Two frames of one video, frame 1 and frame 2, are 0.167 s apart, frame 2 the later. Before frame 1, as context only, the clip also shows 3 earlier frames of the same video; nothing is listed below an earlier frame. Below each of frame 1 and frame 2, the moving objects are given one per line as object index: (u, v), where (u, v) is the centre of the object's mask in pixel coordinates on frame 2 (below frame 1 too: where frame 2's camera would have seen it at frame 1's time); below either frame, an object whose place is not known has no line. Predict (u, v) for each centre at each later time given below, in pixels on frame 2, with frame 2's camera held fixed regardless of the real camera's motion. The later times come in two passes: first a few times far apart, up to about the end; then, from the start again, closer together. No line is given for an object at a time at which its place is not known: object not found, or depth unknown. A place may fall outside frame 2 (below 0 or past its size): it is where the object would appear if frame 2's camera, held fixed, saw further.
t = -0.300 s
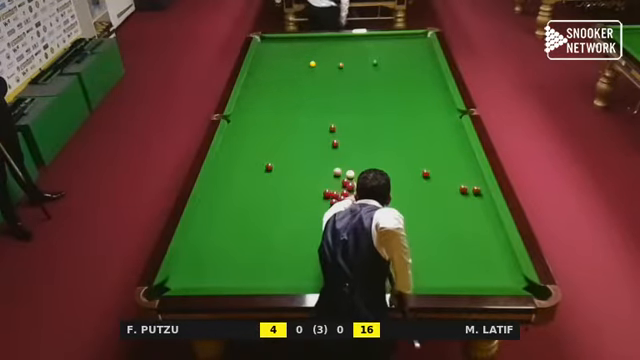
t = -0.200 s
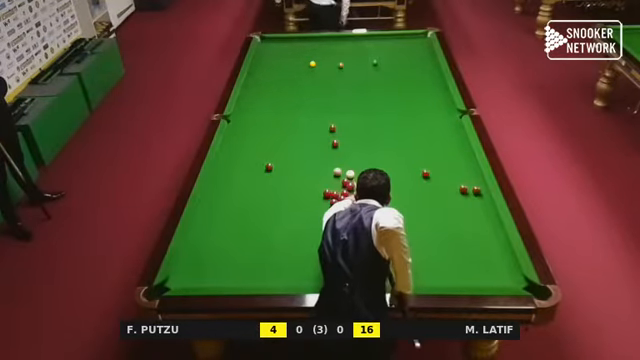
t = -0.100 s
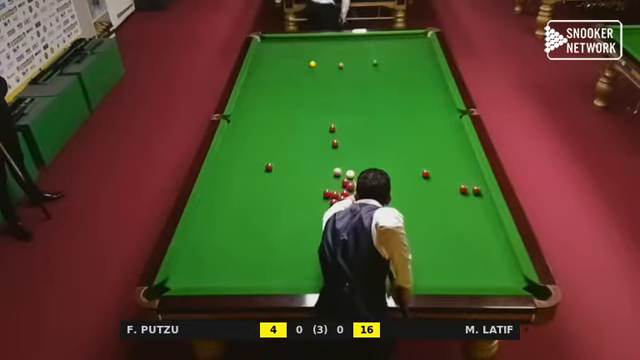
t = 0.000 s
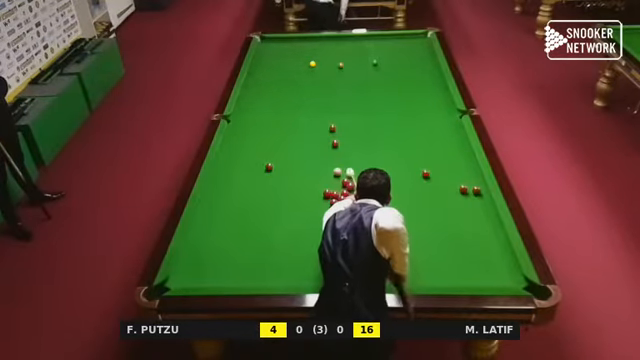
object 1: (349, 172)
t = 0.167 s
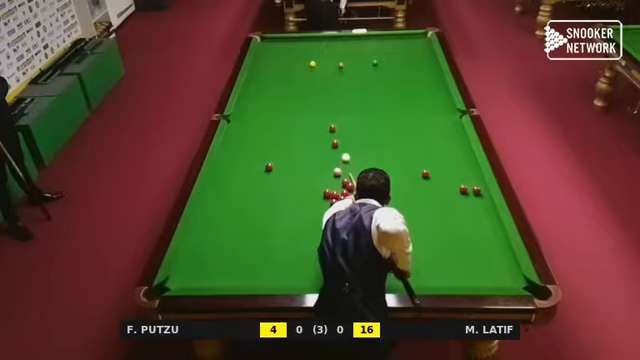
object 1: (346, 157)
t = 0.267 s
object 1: (344, 150)
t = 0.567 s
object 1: (340, 130)
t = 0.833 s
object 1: (337, 114)
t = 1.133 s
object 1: (333, 99)
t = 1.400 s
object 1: (331, 88)
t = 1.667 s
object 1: (328, 78)
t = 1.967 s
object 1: (325, 67)
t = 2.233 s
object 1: (323, 59)
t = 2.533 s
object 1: (321, 51)
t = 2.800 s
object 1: (319, 44)
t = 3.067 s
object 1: (317, 38)
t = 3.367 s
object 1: (315, 40)
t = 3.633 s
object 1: (313, 44)
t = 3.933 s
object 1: (312, 47)
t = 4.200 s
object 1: (310, 51)
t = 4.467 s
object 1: (309, 54)
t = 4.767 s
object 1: (308, 58)
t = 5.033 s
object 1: (307, 60)
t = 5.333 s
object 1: (305, 63)
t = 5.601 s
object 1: (304, 66)
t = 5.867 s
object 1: (303, 67)
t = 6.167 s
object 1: (303, 69)
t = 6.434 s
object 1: (302, 70)
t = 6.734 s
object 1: (302, 71)
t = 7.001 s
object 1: (302, 72)
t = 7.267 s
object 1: (302, 72)
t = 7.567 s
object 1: (302, 72)
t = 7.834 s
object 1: (302, 72)
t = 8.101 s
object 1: (302, 72)
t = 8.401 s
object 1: (302, 72)
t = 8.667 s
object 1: (302, 72)
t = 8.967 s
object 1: (302, 72)
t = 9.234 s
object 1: (302, 72)
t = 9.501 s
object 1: (302, 72)
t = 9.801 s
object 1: (302, 72)
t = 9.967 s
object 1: (302, 72)
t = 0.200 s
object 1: (345, 154)
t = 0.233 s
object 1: (345, 152)
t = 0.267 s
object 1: (344, 150)
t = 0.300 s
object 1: (343, 147)
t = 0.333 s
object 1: (343, 145)
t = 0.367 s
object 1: (342, 142)
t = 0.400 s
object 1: (342, 140)
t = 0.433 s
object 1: (341, 138)
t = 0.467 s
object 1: (341, 136)
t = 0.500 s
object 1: (341, 134)
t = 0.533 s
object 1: (340, 132)
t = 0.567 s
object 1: (340, 130)
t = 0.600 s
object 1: (339, 127)
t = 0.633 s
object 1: (339, 126)
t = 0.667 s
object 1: (339, 124)
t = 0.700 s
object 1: (338, 122)
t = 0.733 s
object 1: (338, 120)
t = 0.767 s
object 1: (338, 118)
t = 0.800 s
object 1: (337, 116)
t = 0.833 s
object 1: (337, 114)
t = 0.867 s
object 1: (336, 113)
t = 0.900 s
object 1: (336, 111)
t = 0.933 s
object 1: (335, 109)
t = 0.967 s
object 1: (335, 108)
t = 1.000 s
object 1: (335, 106)
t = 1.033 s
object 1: (334, 104)
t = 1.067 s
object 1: (334, 103)
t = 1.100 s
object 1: (334, 101)
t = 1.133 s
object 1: (333, 99)
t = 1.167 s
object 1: (333, 98)
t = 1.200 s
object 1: (333, 97)
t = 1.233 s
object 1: (332, 95)
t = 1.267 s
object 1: (332, 94)
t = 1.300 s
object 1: (332, 92)
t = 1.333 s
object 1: (331, 90)
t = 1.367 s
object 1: (331, 90)
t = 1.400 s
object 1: (331, 88)
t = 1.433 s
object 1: (330, 87)
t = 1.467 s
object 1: (330, 85)
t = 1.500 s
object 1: (330, 84)
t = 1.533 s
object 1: (329, 83)
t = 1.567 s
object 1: (329, 81)
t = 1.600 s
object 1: (329, 80)
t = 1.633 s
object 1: (328, 79)
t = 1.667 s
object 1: (328, 78)
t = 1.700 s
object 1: (328, 76)
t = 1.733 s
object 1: (327, 75)
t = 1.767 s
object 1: (327, 74)
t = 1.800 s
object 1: (327, 73)
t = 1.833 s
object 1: (326, 72)
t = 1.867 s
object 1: (326, 71)
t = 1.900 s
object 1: (326, 69)
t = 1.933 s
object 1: (326, 68)
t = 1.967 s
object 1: (325, 67)
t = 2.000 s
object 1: (325, 66)
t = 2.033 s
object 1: (325, 65)
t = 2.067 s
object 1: (325, 64)
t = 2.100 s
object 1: (324, 63)
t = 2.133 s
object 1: (324, 62)
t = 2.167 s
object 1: (324, 61)
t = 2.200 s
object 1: (324, 60)
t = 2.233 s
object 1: (323, 59)
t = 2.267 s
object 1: (323, 58)
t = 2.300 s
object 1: (323, 57)
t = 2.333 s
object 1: (322, 56)
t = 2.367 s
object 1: (322, 56)
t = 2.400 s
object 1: (322, 54)
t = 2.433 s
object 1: (322, 54)
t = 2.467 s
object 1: (322, 53)
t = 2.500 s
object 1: (321, 52)
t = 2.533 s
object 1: (321, 51)
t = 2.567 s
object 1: (321, 50)
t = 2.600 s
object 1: (321, 49)
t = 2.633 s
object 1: (320, 49)
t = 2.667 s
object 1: (320, 47)
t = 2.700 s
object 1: (320, 46)
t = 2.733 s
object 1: (320, 46)
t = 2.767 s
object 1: (319, 45)
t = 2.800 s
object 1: (319, 44)
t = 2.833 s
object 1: (319, 44)
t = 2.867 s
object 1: (318, 43)
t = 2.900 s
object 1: (318, 43)
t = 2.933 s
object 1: (318, 41)
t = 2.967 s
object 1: (318, 41)
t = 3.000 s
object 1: (317, 40)
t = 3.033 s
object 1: (317, 39)
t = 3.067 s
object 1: (317, 38)
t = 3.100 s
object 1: (317, 38)
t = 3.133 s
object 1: (316, 37)
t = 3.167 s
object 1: (316, 37)
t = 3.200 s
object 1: (316, 38)
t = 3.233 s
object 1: (316, 38)
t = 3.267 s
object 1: (315, 39)
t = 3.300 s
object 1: (315, 39)
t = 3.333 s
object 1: (315, 39)
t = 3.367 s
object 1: (315, 40)
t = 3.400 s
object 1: (315, 40)
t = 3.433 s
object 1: (314, 41)
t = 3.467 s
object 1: (314, 41)
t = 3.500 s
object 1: (314, 42)
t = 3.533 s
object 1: (314, 42)
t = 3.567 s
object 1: (314, 43)
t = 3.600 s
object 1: (313, 44)
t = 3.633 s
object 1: (313, 44)
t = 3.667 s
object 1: (313, 44)
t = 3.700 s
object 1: (313, 44)
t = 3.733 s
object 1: (313, 45)
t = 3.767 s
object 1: (313, 46)
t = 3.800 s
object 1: (312, 46)
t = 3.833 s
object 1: (312, 46)
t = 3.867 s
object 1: (312, 46)
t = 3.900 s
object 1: (312, 47)
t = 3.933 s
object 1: (312, 47)
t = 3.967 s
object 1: (312, 48)
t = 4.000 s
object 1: (312, 48)
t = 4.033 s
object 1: (311, 49)
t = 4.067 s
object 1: (311, 49)
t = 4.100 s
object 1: (311, 50)
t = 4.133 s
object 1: (311, 51)
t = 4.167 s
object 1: (310, 51)
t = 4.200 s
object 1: (310, 51)
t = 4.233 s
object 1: (310, 52)
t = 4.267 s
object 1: (310, 52)
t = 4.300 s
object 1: (310, 52)
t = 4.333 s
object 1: (310, 53)
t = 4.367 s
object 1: (309, 53)
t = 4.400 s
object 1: (309, 53)
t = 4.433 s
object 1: (309, 54)
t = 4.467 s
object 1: (309, 54)
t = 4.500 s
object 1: (309, 55)
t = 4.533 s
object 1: (309, 55)
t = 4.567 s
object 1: (308, 56)
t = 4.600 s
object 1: (308, 56)
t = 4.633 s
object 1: (308, 57)
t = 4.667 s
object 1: (308, 57)
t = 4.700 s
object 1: (308, 57)
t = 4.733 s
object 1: (308, 57)
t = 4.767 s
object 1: (308, 58)
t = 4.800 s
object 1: (308, 58)
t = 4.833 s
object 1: (307, 59)
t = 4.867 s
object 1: (307, 59)
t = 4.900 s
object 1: (307, 59)
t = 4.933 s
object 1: (307, 59)
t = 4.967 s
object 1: (307, 59)
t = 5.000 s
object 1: (307, 60)
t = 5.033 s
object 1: (307, 60)
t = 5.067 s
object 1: (306, 61)
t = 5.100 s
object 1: (306, 61)
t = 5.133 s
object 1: (306, 62)
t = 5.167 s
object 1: (306, 62)
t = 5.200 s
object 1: (306, 62)
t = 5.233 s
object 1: (306, 62)
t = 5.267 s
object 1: (306, 63)
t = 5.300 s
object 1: (305, 63)
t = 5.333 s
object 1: (305, 63)
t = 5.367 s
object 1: (305, 64)
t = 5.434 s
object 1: (305, 64)
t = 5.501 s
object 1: (305, 65)
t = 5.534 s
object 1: (304, 65)
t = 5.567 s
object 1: (304, 65)
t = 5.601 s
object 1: (304, 66)
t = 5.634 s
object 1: (304, 66)
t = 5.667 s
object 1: (304, 66)
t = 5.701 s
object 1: (304, 67)
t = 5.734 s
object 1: (304, 66)
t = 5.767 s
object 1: (304, 67)
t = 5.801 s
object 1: (304, 67)
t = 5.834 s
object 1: (303, 67)
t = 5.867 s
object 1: (303, 67)
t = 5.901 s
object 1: (303, 68)
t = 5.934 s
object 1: (303, 68)
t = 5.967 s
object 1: (303, 68)
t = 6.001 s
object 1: (303, 68)
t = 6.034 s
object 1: (303, 68)
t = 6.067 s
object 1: (303, 69)
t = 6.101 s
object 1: (303, 69)
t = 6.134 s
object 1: (303, 69)
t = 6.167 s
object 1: (303, 69)
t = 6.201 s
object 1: (302, 69)
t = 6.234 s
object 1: (302, 70)
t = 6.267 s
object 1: (302, 70)
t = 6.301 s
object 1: (302, 70)
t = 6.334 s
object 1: (302, 70)
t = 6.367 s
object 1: (302, 70)
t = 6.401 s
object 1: (302, 70)
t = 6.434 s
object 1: (302, 70)
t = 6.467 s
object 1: (302, 70)
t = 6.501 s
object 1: (302, 71)
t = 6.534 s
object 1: (302, 71)
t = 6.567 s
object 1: (302, 71)
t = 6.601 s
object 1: (302, 71)
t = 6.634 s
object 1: (302, 71)
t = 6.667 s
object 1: (302, 71)
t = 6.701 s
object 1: (302, 71)
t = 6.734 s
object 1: (302, 71)
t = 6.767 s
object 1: (302, 71)
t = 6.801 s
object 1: (302, 72)
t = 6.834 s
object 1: (302, 72)
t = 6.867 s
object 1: (302, 72)
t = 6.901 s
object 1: (302, 72)
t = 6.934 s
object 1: (302, 72)
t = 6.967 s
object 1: (302, 72)
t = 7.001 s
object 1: (302, 72)
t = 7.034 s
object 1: (302, 72)
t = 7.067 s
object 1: (302, 72)
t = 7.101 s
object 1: (302, 72)
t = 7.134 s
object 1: (302, 72)
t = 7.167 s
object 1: (302, 72)
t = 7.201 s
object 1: (302, 72)
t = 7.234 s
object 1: (302, 72)
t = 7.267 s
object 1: (302, 72)
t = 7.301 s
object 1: (302, 72)
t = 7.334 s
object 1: (302, 72)
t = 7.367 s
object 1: (302, 72)
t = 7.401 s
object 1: (302, 72)
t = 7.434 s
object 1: (302, 72)
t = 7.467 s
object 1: (302, 72)
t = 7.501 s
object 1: (302, 72)
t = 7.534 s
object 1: (302, 72)
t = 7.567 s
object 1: (302, 72)
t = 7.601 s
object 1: (302, 72)
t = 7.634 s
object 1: (302, 72)
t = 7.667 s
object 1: (302, 72)
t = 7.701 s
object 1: (302, 72)
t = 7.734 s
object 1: (302, 72)
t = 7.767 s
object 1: (302, 72)
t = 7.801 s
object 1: (302, 72)
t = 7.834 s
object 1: (302, 72)
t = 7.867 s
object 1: (302, 72)
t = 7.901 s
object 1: (302, 72)
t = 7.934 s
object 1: (302, 72)
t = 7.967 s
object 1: (302, 72)
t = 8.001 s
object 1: (302, 72)
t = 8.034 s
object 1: (302, 72)
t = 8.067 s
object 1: (302, 72)
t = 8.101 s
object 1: (302, 72)
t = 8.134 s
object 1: (302, 72)
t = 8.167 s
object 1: (302, 72)
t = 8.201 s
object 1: (302, 72)
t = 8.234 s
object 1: (302, 72)
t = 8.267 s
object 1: (302, 72)
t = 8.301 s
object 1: (302, 72)
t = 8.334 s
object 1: (302, 72)
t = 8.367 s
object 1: (302, 72)
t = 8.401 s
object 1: (302, 72)
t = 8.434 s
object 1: (302, 72)
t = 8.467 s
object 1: (302, 72)
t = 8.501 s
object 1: (302, 72)
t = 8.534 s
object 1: (302, 72)
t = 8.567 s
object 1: (302, 72)
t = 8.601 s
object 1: (302, 72)
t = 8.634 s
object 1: (302, 72)
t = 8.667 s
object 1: (302, 72)
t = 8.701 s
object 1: (302, 72)
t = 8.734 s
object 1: (302, 72)
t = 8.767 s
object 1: (302, 72)
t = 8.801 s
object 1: (302, 72)
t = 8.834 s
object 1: (302, 72)
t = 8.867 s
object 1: (302, 72)
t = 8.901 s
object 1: (302, 72)
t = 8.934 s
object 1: (302, 72)
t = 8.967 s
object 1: (302, 72)
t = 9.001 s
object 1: (302, 72)
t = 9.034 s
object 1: (302, 72)
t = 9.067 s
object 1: (302, 72)
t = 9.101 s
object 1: (302, 72)
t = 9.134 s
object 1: (302, 72)
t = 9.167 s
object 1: (302, 72)
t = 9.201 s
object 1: (302, 72)
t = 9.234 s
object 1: (302, 72)
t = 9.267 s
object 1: (302, 72)
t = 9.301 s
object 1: (302, 72)
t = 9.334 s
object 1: (302, 72)
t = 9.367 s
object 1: (302, 72)
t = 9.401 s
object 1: (302, 72)
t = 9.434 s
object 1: (302, 72)
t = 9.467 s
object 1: (302, 72)
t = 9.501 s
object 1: (302, 72)
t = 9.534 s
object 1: (302, 72)
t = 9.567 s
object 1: (302, 72)
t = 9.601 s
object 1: (302, 72)
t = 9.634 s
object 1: (302, 72)
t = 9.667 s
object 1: (302, 72)
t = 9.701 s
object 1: (302, 72)
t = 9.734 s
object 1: (302, 72)
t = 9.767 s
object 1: (302, 72)
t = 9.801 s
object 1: (302, 72)
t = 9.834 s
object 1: (302, 72)
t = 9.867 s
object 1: (302, 72)
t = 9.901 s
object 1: (302, 72)
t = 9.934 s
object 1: (302, 72)
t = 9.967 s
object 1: (302, 72)
